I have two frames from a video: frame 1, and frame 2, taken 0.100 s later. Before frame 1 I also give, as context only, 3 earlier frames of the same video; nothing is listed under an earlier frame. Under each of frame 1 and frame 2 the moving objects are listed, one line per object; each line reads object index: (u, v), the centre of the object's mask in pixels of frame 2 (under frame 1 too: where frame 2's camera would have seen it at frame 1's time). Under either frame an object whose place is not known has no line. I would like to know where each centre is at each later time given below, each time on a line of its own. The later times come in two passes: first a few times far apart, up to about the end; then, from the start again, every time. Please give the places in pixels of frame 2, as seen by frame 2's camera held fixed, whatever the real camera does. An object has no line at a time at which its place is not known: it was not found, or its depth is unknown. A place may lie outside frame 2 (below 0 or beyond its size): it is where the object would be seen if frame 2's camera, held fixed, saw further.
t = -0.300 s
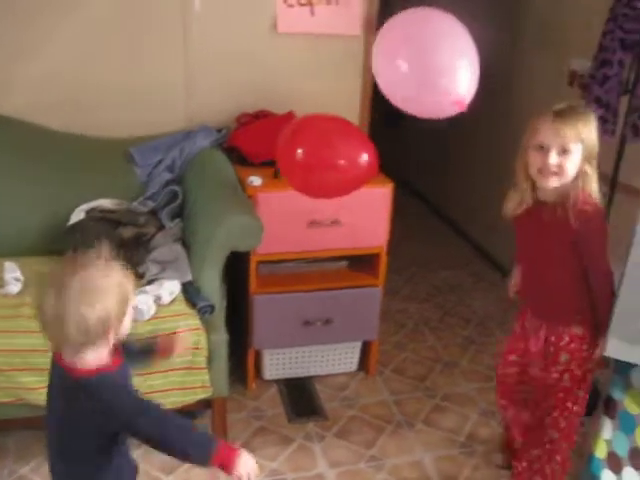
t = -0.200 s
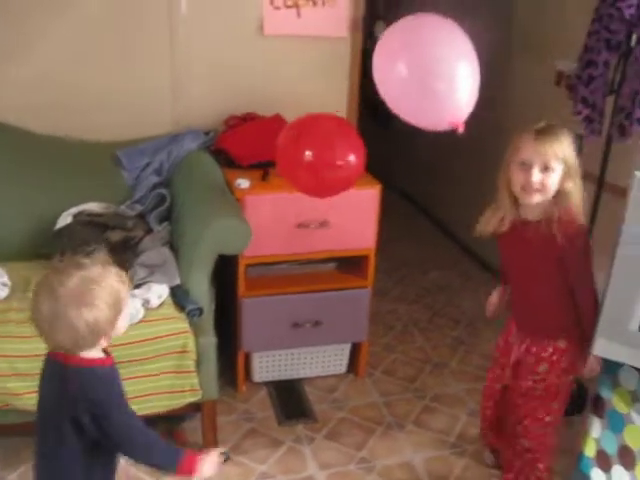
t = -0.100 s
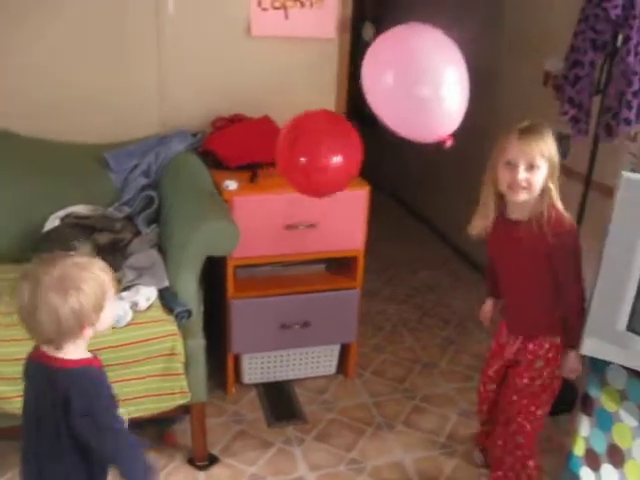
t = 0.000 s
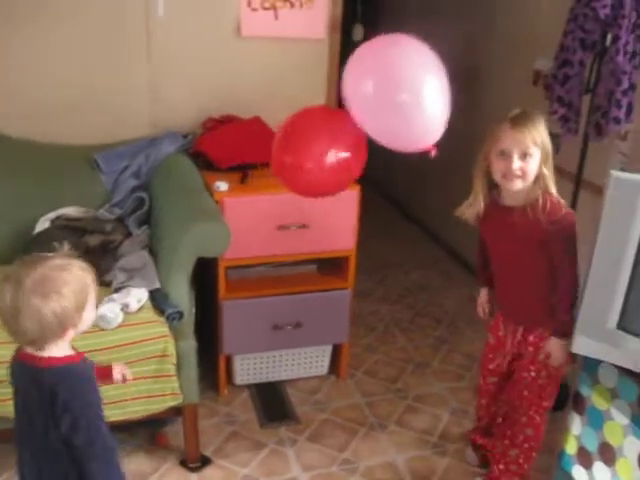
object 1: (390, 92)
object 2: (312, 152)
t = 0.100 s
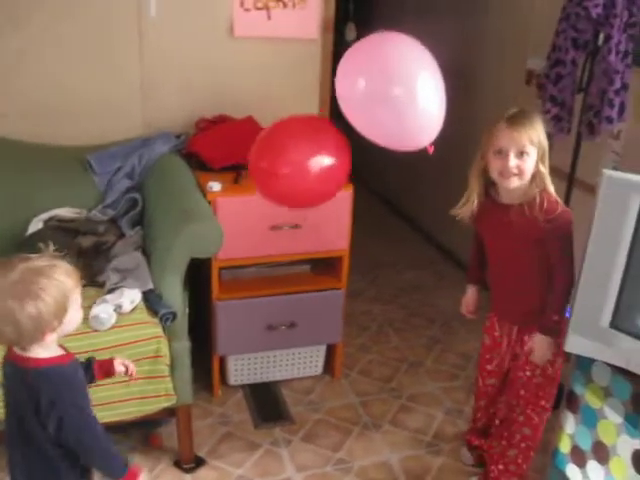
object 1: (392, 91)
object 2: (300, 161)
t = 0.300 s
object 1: (418, 93)
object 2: (273, 186)
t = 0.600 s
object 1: (436, 147)
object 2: (294, 196)
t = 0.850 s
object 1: (429, 221)
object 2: (313, 183)
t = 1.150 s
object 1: (402, 323)
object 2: (307, 168)
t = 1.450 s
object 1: (368, 413)
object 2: (289, 132)
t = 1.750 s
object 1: (344, 394)
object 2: (324, 102)
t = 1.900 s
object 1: (337, 376)
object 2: (345, 91)
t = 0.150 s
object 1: (398, 89)
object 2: (292, 169)
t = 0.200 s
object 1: (405, 89)
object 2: (285, 175)
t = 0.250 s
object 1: (412, 90)
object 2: (279, 181)
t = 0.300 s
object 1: (418, 93)
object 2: (273, 186)
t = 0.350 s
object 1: (425, 99)
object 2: (269, 190)
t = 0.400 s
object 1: (430, 105)
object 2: (269, 195)
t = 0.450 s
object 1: (433, 114)
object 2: (274, 198)
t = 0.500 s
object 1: (435, 124)
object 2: (280, 198)
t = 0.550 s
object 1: (436, 135)
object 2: (287, 197)
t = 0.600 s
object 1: (436, 147)
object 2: (294, 196)
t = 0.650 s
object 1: (436, 159)
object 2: (303, 195)
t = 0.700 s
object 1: (435, 174)
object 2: (309, 193)
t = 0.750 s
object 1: (433, 188)
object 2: (313, 189)
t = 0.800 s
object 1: (431, 204)
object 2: (314, 185)
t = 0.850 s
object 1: (429, 221)
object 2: (313, 183)
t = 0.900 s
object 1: (427, 238)
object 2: (314, 182)
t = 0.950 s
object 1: (422, 256)
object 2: (316, 181)
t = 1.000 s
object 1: (417, 273)
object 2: (317, 181)
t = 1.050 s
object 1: (412, 289)
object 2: (317, 179)
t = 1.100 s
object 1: (407, 306)
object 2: (313, 176)
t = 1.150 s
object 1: (402, 323)
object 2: (307, 168)
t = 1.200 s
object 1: (397, 340)
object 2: (301, 160)
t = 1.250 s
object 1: (392, 355)
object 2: (297, 154)
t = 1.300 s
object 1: (386, 371)
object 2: (294, 147)
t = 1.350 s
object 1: (380, 385)
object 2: (291, 142)
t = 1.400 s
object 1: (374, 400)
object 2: (290, 136)
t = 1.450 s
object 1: (368, 413)
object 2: (289, 132)
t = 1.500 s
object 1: (361, 427)
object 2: (289, 128)
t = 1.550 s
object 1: (355, 439)
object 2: (290, 124)
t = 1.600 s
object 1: (351, 431)
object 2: (295, 119)
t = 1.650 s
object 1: (347, 416)
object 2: (303, 114)
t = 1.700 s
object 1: (345, 403)
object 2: (313, 108)
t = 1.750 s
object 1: (344, 394)
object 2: (324, 102)
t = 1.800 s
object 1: (343, 387)
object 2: (333, 98)
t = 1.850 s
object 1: (340, 381)
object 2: (340, 94)
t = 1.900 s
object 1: (337, 376)
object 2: (345, 91)
